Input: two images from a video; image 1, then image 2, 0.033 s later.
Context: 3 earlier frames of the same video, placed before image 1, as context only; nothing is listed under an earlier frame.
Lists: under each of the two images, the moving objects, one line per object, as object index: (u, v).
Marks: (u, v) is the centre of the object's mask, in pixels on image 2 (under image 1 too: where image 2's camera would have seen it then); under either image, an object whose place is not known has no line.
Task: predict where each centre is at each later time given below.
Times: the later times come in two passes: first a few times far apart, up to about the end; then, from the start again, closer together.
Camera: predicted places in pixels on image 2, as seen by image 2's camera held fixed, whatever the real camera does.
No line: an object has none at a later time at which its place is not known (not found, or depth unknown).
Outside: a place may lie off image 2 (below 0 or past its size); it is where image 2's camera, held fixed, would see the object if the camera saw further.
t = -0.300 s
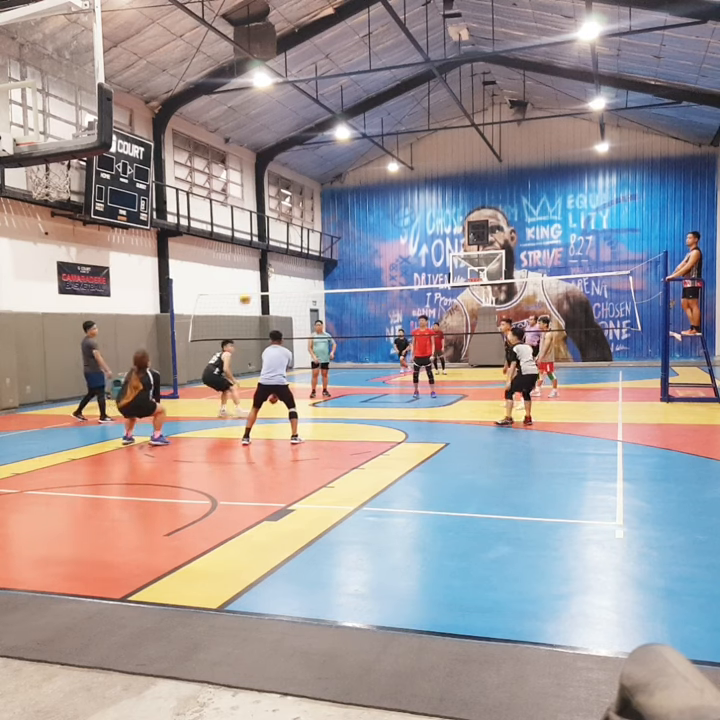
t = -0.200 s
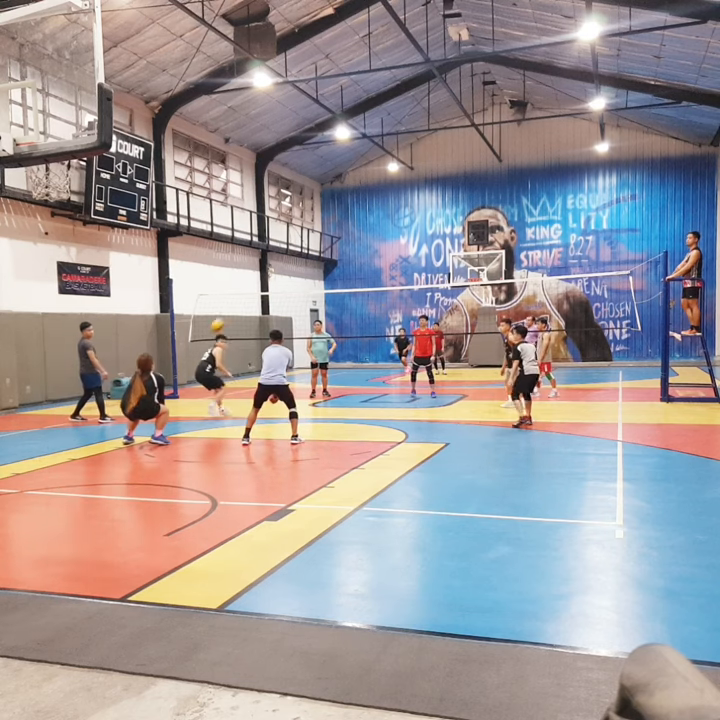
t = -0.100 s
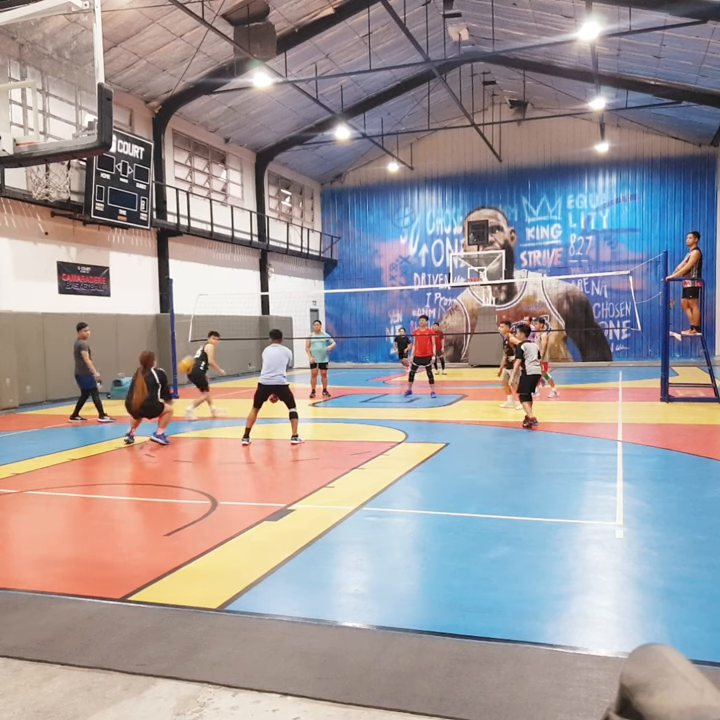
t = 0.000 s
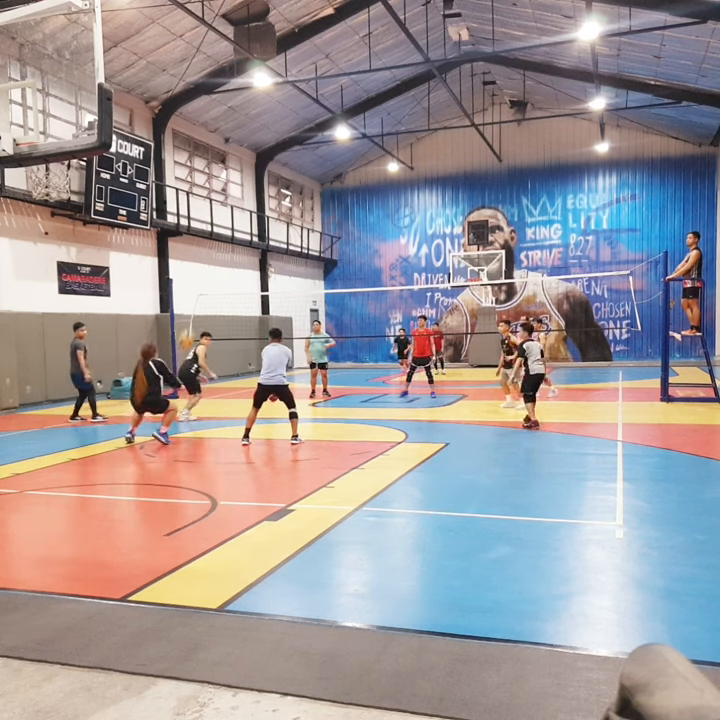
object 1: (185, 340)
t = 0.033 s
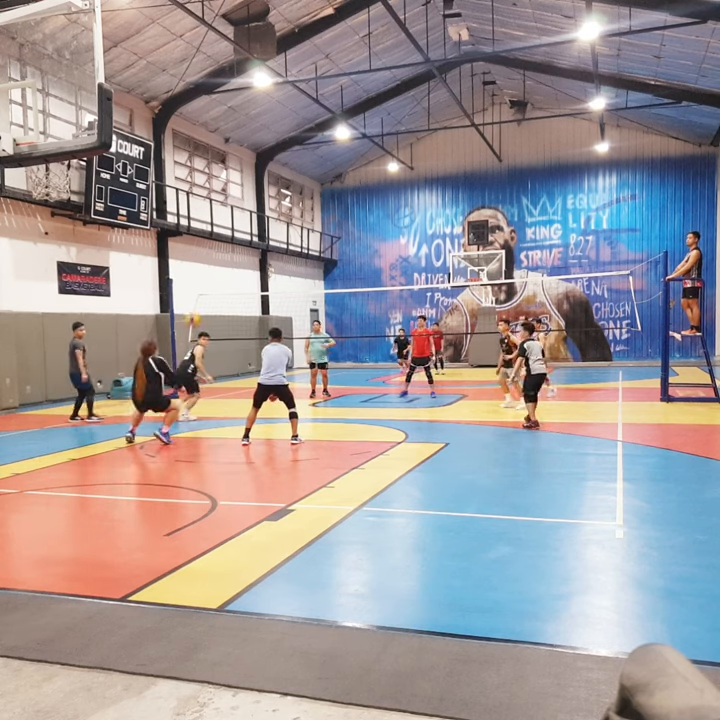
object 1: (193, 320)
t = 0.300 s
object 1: (247, 172)
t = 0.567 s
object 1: (302, 78)
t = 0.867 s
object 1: (366, 33)
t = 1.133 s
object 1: (424, 46)
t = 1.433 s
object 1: (487, 118)
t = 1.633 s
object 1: (528, 200)
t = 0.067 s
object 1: (200, 298)
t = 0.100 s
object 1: (207, 278)
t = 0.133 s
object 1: (214, 258)
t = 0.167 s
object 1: (221, 240)
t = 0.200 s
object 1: (227, 223)
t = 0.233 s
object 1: (233, 206)
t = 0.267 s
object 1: (241, 191)
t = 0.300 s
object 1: (247, 172)
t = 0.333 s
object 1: (254, 158)
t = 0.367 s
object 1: (261, 145)
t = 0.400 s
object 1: (268, 132)
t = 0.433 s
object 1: (275, 120)
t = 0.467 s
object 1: (282, 109)
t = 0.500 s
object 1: (288, 98)
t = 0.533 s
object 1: (295, 88)
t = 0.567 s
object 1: (302, 78)
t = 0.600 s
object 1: (310, 71)
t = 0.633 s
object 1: (317, 63)
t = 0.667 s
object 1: (323, 57)
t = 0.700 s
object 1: (330, 51)
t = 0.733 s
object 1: (336, 47)
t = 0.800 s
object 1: (352, 39)
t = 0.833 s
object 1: (359, 35)
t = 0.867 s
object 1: (366, 33)
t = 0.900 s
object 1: (373, 31)
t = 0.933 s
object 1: (380, 32)
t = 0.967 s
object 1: (388, 31)
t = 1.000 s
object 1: (395, 33)
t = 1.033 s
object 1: (402, 34)
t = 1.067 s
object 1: (409, 38)
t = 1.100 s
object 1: (416, 40)
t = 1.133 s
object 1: (424, 46)
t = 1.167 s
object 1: (430, 51)
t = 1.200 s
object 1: (438, 56)
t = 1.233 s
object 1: (444, 63)
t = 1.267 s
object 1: (451, 71)
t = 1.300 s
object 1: (457, 77)
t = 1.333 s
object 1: (466, 87)
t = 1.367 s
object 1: (473, 97)
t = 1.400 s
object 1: (480, 107)
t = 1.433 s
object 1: (487, 118)
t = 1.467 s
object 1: (494, 131)
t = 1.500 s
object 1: (501, 143)
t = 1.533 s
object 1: (508, 156)
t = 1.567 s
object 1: (514, 171)
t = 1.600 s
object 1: (521, 185)
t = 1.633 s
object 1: (528, 200)
